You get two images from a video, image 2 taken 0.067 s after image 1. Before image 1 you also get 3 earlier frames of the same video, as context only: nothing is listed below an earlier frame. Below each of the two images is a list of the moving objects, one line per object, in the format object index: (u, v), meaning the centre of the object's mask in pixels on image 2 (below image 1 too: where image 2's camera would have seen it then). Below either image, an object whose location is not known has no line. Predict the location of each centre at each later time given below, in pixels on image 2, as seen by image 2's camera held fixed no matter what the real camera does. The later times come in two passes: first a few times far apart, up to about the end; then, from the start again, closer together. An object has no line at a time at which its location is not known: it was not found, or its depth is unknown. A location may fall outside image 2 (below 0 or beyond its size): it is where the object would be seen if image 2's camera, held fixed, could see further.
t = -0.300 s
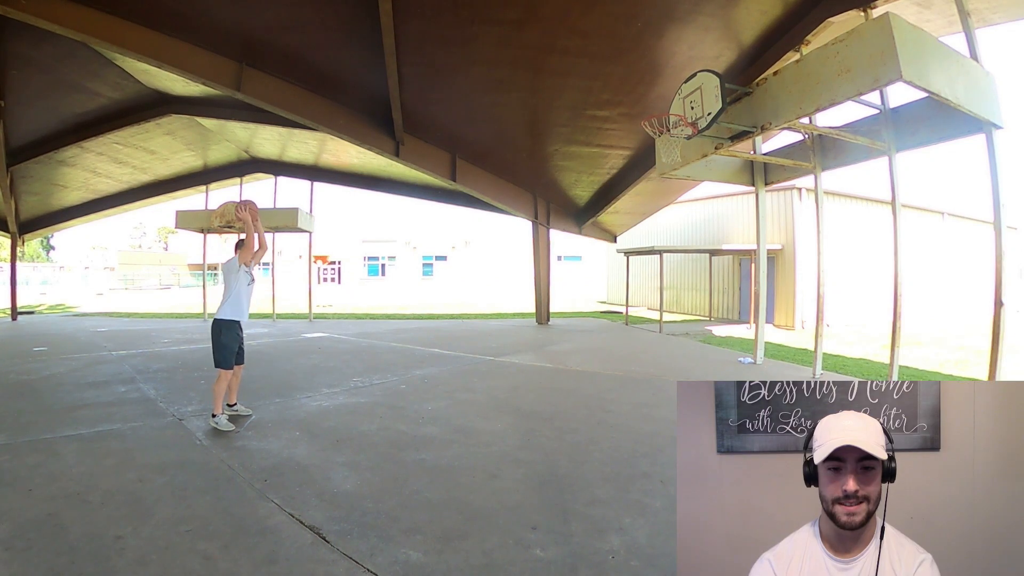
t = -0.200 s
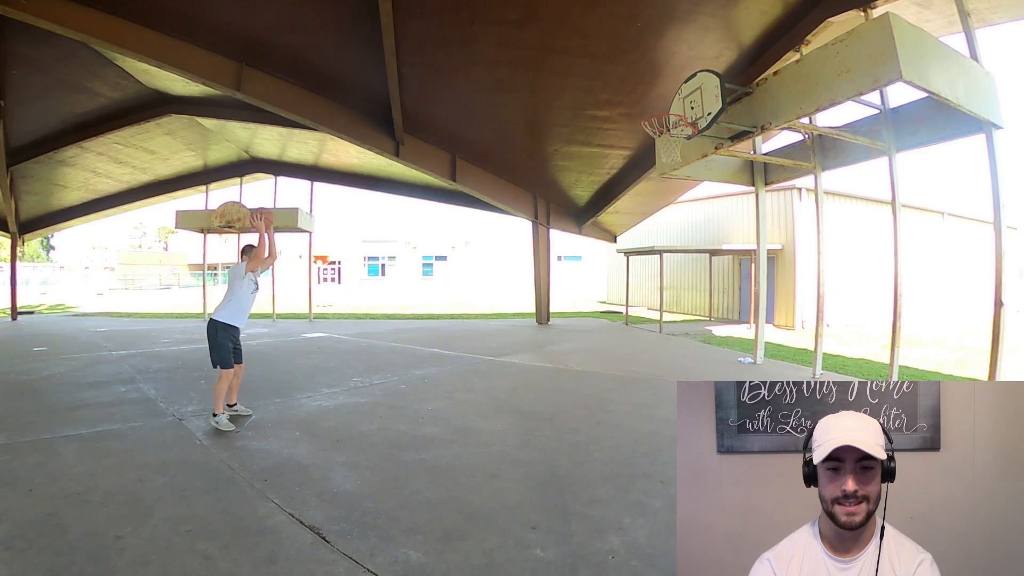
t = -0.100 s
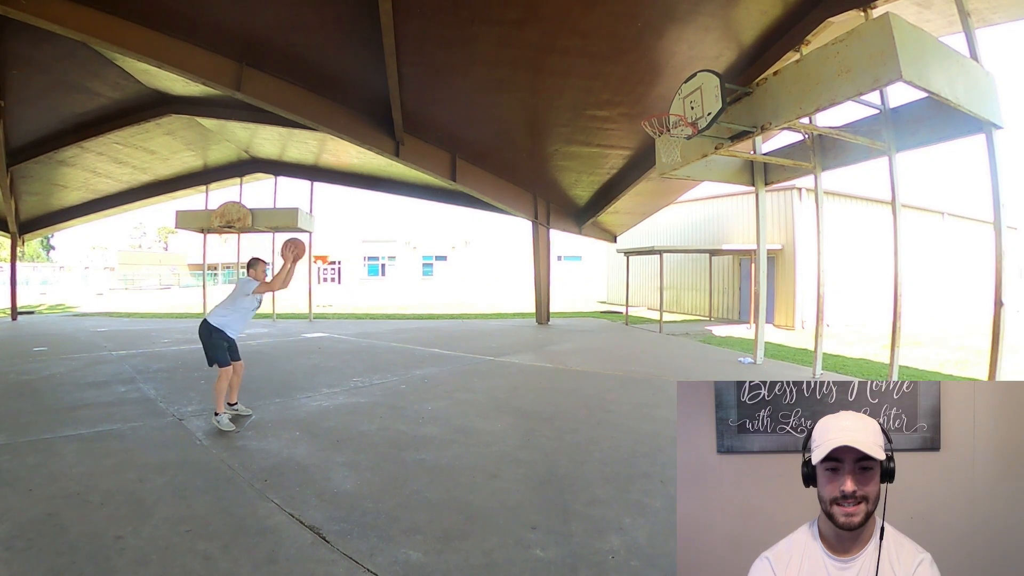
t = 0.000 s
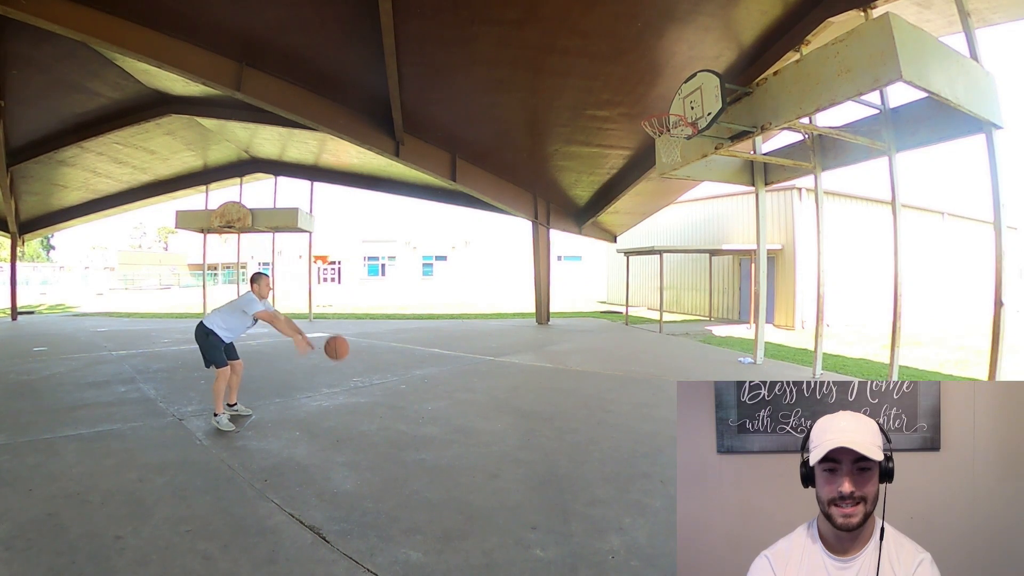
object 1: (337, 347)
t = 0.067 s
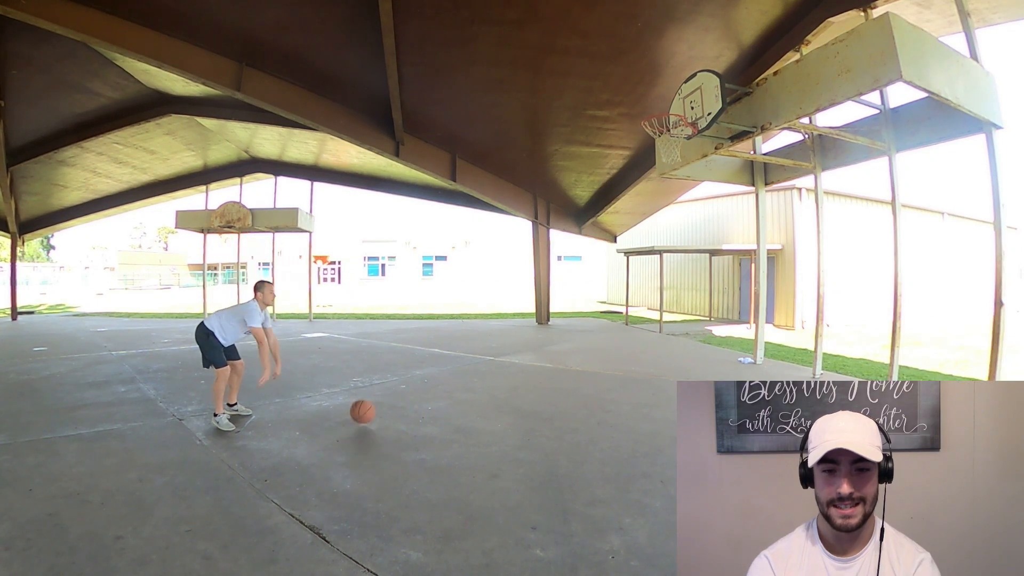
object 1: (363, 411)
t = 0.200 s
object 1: (399, 304)
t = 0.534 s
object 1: (506, 117)
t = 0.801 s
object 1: (587, 64)
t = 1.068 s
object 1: (661, 77)
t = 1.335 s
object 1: (686, 96)
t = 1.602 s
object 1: (675, 107)
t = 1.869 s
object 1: (667, 201)
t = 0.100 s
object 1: (371, 383)
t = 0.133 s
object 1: (380, 356)
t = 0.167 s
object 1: (389, 329)
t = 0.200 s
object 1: (399, 304)
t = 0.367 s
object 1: (453, 192)
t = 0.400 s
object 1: (464, 174)
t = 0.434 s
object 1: (474, 158)
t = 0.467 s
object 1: (485, 143)
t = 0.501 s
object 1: (496, 129)
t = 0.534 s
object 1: (506, 117)
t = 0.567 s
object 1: (517, 106)
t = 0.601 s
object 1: (527, 96)
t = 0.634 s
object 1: (537, 88)
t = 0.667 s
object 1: (547, 81)
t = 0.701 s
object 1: (557, 75)
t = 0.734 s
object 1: (567, 70)
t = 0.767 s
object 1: (577, 66)
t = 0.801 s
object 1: (587, 64)
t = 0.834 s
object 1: (597, 62)
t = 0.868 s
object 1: (606, 61)
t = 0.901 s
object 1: (615, 61)
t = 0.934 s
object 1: (624, 63)
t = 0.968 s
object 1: (634, 65)
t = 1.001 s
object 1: (643, 68)
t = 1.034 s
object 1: (652, 72)
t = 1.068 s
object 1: (661, 77)
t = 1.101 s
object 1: (670, 83)
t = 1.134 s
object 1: (680, 90)
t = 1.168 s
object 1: (689, 98)
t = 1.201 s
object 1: (696, 107)
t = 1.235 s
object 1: (691, 108)
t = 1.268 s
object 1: (689, 103)
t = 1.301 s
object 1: (687, 99)
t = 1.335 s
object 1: (686, 96)
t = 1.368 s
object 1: (684, 94)
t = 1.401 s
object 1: (682, 93)
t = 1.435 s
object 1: (681, 92)
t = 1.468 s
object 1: (680, 93)
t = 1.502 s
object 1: (679, 94)
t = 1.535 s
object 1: (678, 98)
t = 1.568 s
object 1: (676, 101)
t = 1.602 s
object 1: (675, 107)
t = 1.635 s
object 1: (674, 114)
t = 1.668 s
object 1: (672, 121)
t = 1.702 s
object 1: (672, 130)
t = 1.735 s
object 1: (671, 141)
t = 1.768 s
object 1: (670, 154)
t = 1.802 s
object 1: (669, 168)
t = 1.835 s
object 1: (668, 183)
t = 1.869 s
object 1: (667, 201)
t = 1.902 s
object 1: (666, 220)
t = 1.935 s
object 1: (664, 242)
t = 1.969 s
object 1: (663, 265)
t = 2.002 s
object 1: (661, 291)
